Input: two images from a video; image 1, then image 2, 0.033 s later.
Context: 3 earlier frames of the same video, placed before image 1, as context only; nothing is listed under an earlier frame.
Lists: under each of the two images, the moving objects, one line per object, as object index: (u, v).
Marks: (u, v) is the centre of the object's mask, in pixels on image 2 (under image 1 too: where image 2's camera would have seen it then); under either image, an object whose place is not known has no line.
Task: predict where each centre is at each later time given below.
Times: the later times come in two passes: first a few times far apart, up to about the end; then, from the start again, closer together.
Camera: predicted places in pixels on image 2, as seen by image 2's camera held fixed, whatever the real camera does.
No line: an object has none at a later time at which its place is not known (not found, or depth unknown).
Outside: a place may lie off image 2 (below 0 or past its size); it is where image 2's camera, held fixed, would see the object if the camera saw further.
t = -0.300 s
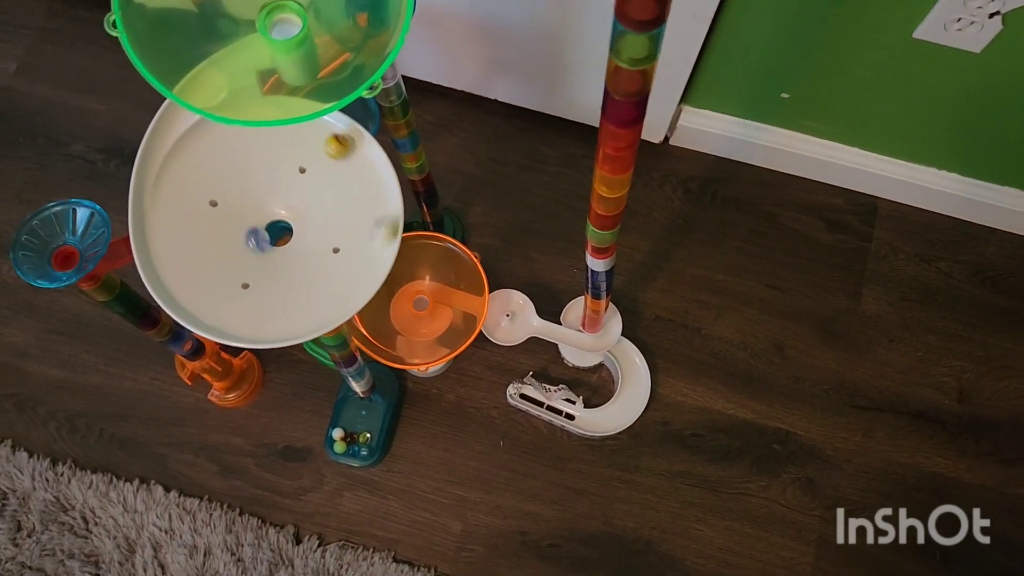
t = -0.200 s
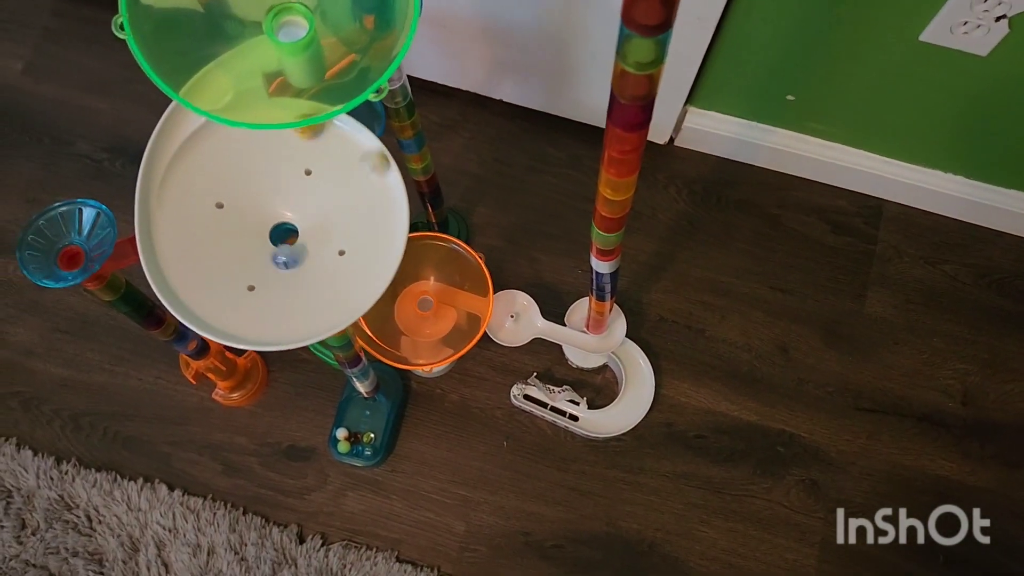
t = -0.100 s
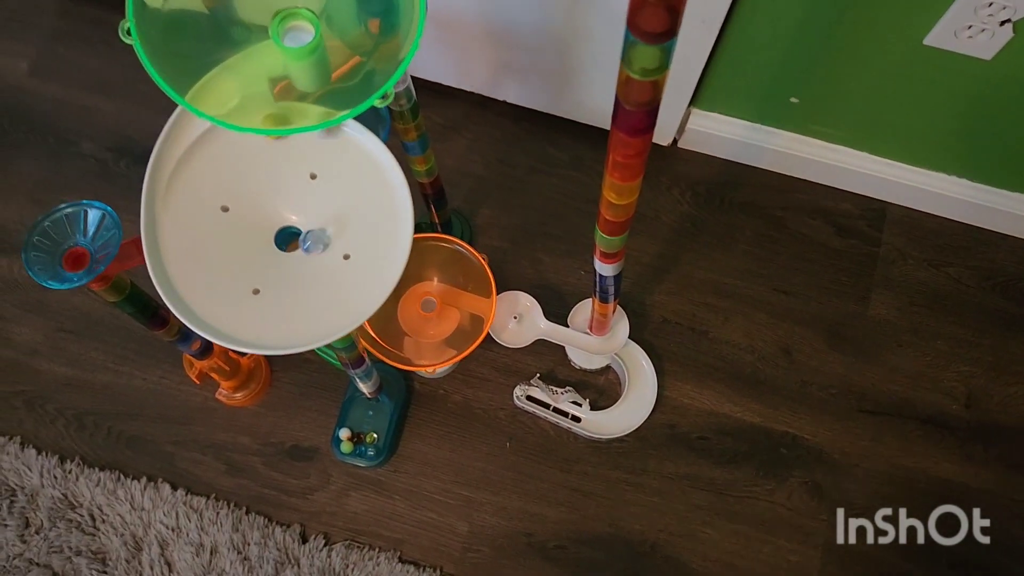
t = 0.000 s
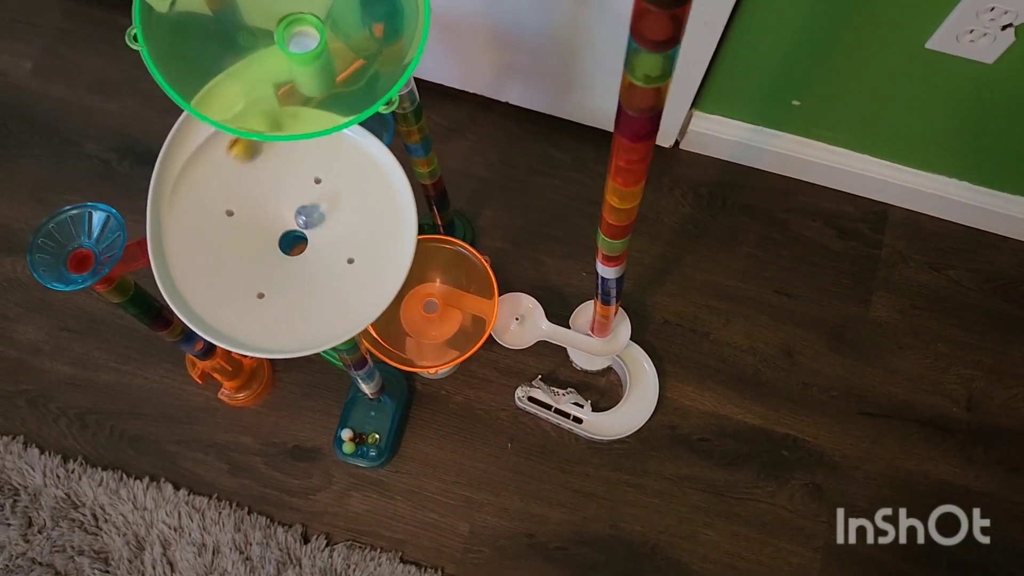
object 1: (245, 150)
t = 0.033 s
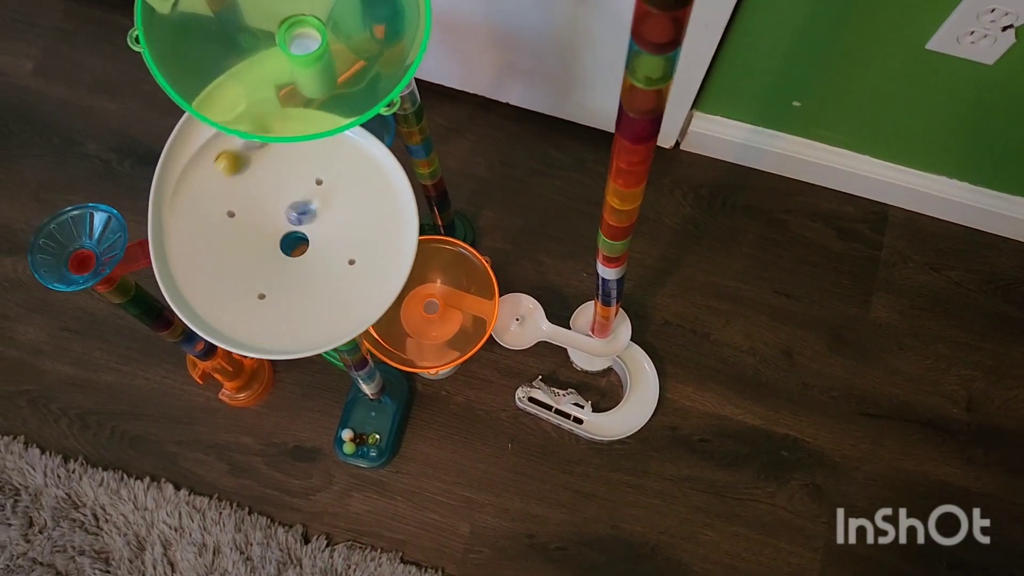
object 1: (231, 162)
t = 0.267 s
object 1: (208, 279)
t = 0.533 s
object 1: (337, 329)
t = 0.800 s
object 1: (394, 185)
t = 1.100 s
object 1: (249, 139)
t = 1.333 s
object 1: (182, 215)
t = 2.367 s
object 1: (253, 181)
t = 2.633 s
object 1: (278, 287)
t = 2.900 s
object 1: (386, 240)
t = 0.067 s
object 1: (217, 177)
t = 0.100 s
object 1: (209, 192)
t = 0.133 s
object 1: (203, 208)
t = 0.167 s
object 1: (198, 227)
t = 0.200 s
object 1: (198, 245)
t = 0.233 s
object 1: (202, 262)
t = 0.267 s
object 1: (208, 279)
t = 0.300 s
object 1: (220, 294)
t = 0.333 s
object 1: (232, 307)
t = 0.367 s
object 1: (247, 318)
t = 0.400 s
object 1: (265, 327)
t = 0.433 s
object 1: (282, 333)
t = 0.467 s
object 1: (301, 337)
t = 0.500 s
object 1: (319, 336)
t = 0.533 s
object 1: (337, 329)
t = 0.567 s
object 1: (356, 318)
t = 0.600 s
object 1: (373, 302)
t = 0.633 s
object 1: (385, 285)
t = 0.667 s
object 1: (397, 266)
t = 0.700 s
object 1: (402, 245)
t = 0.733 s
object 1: (403, 224)
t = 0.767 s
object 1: (401, 203)
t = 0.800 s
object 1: (394, 185)
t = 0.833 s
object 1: (384, 167)
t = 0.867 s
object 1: (371, 153)
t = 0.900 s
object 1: (357, 140)
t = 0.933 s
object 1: (342, 137)
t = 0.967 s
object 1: (326, 136)
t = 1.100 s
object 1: (249, 139)
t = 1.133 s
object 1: (235, 140)
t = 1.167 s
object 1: (223, 147)
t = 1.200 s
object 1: (208, 158)
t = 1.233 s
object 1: (198, 171)
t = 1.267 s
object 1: (192, 186)
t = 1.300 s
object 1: (186, 200)
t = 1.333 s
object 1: (182, 215)
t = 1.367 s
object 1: (184, 231)
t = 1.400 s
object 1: (186, 246)
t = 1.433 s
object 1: (194, 261)
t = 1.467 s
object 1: (203, 275)
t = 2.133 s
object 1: (347, 174)
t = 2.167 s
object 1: (333, 167)
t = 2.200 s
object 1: (321, 163)
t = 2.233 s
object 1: (306, 160)
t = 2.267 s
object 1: (292, 161)
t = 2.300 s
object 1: (277, 165)
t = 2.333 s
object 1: (264, 172)
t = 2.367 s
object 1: (253, 181)
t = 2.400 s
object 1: (241, 194)
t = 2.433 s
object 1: (234, 207)
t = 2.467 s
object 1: (231, 223)
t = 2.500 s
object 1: (234, 240)
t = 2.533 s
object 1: (239, 255)
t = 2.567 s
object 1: (249, 269)
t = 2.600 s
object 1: (262, 280)
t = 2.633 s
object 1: (278, 287)
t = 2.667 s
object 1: (296, 289)
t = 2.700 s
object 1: (313, 290)
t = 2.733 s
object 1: (329, 286)
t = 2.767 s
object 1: (344, 281)
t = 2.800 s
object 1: (358, 272)
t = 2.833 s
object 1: (370, 262)
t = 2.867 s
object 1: (379, 251)
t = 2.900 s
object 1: (386, 240)
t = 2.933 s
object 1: (391, 229)
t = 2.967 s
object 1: (394, 218)
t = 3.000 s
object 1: (396, 207)
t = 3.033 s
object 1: (397, 197)
